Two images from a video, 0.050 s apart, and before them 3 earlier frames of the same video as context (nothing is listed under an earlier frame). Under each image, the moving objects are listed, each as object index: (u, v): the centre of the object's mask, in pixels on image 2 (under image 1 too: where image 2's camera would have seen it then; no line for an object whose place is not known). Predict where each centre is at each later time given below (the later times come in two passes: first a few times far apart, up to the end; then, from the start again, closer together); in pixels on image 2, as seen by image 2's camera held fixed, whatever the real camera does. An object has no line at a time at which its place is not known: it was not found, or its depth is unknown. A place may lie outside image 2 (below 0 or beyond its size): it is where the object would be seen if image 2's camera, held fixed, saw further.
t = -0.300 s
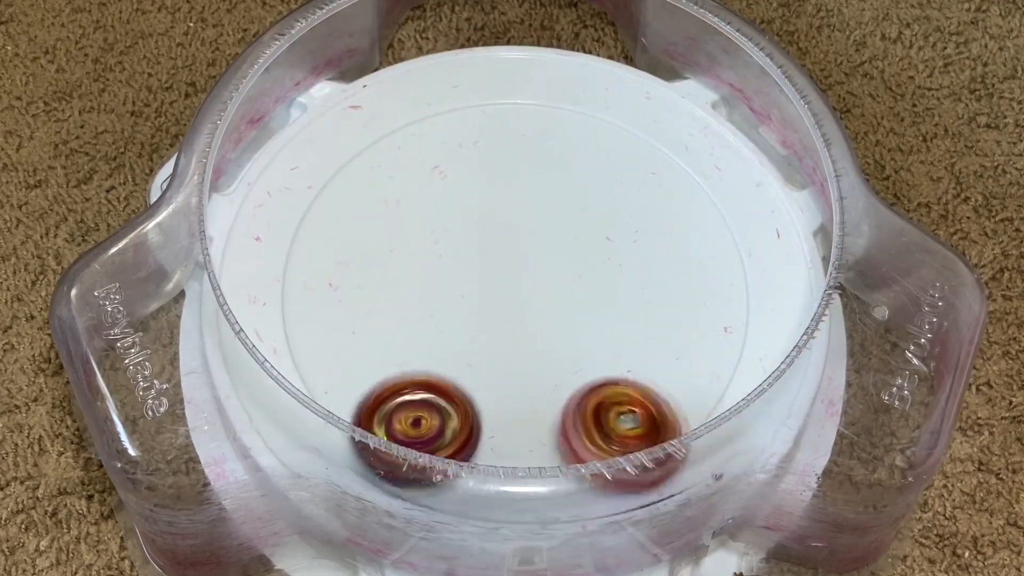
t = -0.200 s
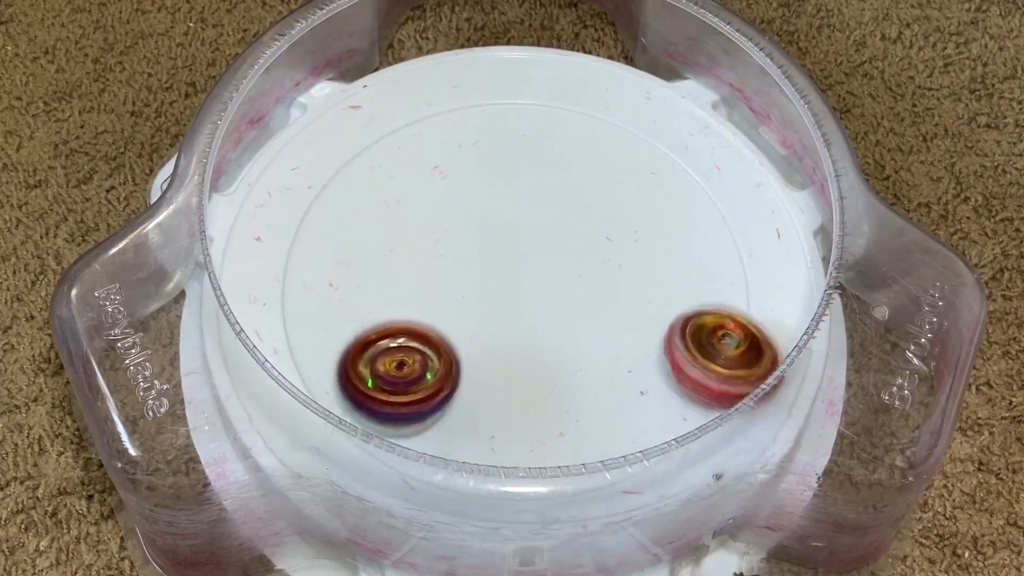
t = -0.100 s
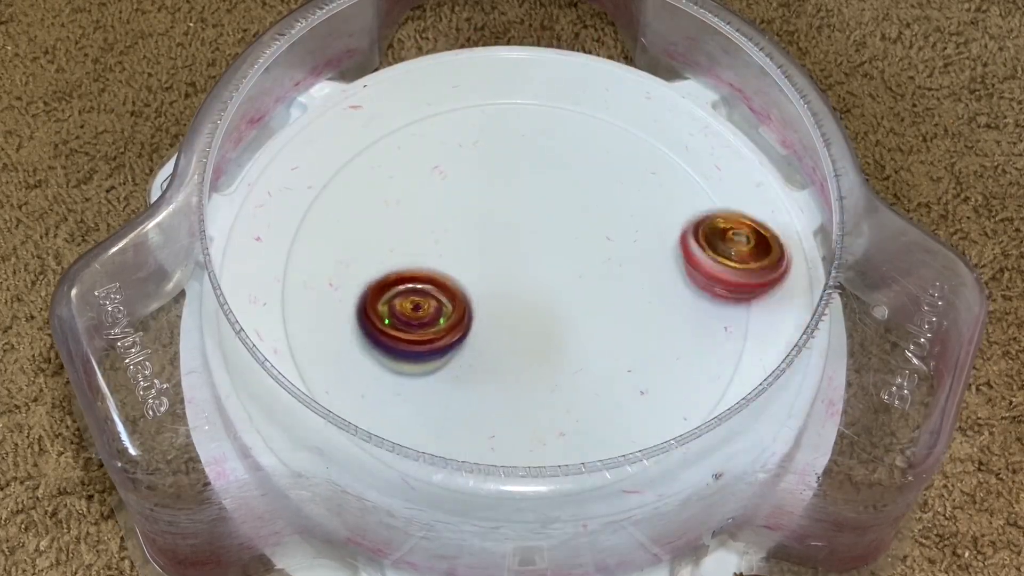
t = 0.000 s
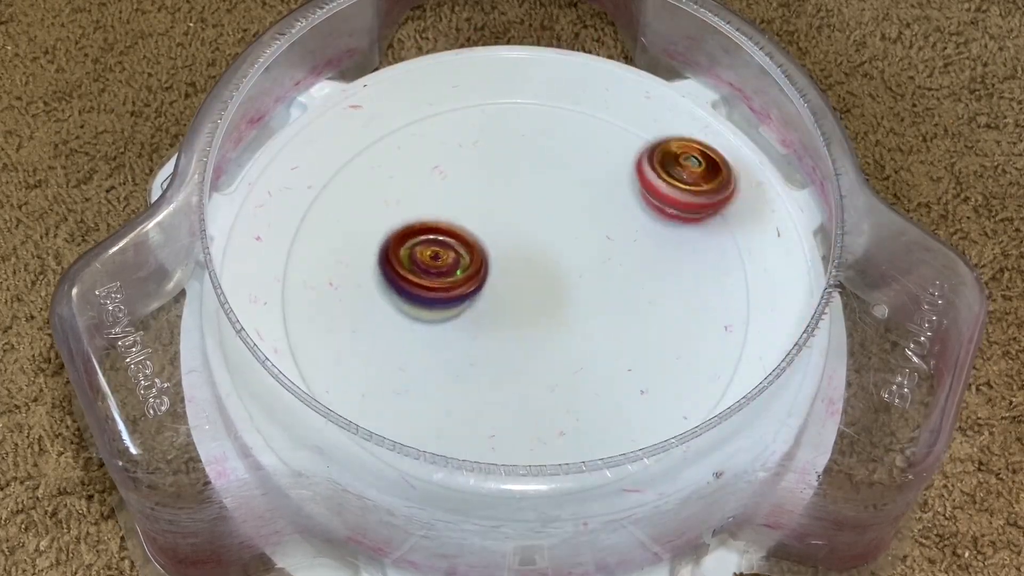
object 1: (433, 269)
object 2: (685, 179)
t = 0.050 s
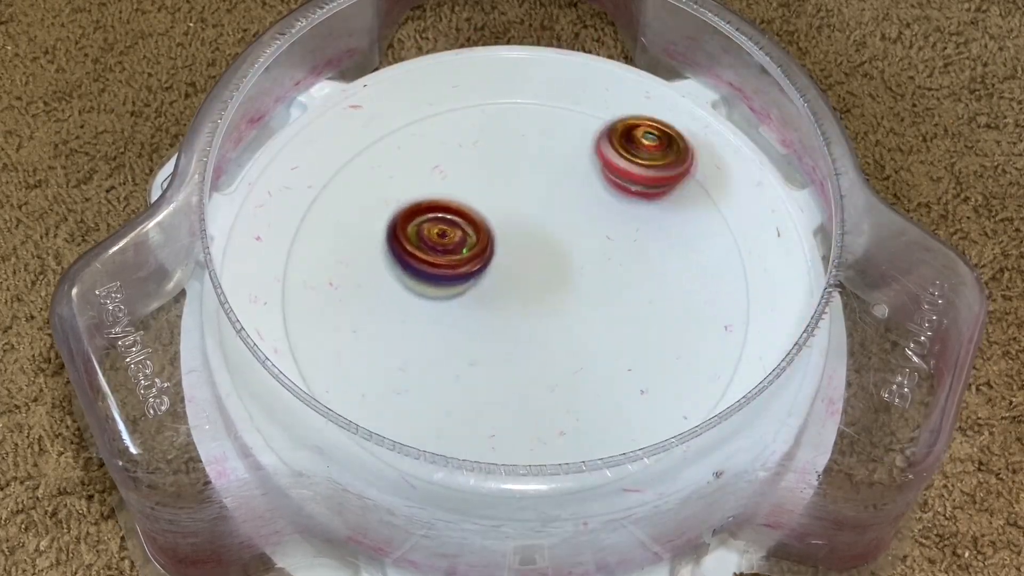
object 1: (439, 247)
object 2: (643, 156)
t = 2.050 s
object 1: (626, 178)
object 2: (618, 433)
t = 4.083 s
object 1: (477, 161)
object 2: (665, 330)
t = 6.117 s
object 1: (557, 371)
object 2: (445, 444)
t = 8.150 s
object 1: (560, 411)
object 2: (481, 268)
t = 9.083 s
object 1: (406, 304)
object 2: (584, 258)
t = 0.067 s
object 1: (441, 240)
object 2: (629, 150)
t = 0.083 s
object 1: (442, 234)
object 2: (614, 145)
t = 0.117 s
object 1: (444, 222)
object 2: (584, 139)
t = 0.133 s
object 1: (444, 216)
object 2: (569, 138)
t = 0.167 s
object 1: (444, 206)
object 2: (537, 138)
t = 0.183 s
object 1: (444, 202)
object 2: (523, 138)
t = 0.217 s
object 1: (436, 201)
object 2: (501, 134)
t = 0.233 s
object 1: (430, 201)
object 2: (493, 130)
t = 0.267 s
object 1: (421, 205)
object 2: (478, 125)
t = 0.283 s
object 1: (417, 205)
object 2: (470, 125)
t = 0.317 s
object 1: (409, 207)
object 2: (460, 127)
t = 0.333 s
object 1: (406, 208)
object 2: (455, 130)
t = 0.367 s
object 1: (396, 213)
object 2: (451, 134)
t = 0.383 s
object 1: (385, 224)
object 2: (458, 127)
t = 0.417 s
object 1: (365, 243)
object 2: (473, 117)
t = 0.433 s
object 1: (357, 251)
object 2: (482, 113)
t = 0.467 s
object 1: (343, 268)
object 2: (500, 110)
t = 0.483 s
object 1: (338, 275)
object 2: (510, 109)
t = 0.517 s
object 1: (333, 291)
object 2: (531, 112)
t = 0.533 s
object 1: (333, 299)
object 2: (541, 114)
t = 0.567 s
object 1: (340, 315)
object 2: (563, 121)
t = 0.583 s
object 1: (346, 323)
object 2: (575, 126)
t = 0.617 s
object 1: (364, 336)
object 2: (597, 138)
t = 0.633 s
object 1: (376, 342)
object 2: (608, 145)
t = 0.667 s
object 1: (404, 348)
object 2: (630, 161)
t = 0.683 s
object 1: (420, 350)
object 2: (640, 170)
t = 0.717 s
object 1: (453, 349)
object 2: (659, 188)
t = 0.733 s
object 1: (470, 345)
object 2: (668, 197)
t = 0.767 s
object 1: (502, 334)
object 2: (685, 218)
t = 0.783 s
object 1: (517, 326)
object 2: (692, 229)
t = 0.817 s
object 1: (545, 306)
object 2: (706, 250)
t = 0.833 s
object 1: (556, 294)
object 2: (712, 262)
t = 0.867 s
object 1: (573, 269)
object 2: (721, 286)
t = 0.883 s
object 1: (579, 255)
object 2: (722, 300)
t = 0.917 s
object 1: (588, 229)
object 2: (716, 328)
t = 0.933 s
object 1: (590, 215)
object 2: (709, 341)
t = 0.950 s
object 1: (591, 202)
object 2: (698, 355)
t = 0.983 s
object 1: (588, 176)
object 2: (668, 378)
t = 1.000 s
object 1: (584, 164)
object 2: (649, 387)
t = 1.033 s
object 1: (573, 141)
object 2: (606, 400)
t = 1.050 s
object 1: (567, 131)
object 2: (583, 402)
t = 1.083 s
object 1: (551, 114)
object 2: (534, 402)
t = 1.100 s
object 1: (543, 107)
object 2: (509, 398)
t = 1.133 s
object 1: (525, 95)
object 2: (460, 383)
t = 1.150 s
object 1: (515, 90)
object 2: (437, 373)
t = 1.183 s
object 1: (496, 85)
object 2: (395, 347)
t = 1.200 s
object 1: (485, 83)
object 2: (377, 332)
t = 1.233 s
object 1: (464, 81)
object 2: (345, 298)
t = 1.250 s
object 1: (453, 83)
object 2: (332, 280)
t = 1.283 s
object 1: (434, 90)
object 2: (314, 243)
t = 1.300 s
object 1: (424, 96)
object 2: (308, 223)
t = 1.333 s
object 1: (405, 109)
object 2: (303, 185)
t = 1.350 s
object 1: (397, 117)
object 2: (305, 169)
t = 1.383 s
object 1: (428, 119)
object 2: (276, 160)
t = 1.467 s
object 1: (512, 137)
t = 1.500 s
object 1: (542, 144)
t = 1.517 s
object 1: (555, 148)
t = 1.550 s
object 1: (583, 156)
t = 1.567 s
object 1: (595, 159)
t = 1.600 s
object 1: (617, 167)
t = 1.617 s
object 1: (627, 170)
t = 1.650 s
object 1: (642, 178)
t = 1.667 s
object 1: (650, 181)
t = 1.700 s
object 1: (660, 188)
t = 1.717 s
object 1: (665, 192)
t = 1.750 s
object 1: (670, 198)
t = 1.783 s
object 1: (672, 206)
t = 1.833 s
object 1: (672, 216)
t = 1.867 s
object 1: (669, 223)
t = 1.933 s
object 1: (659, 237)
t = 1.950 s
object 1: (655, 240)
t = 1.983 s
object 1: (647, 230)
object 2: (657, 365)
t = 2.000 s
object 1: (643, 216)
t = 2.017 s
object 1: (637, 202)
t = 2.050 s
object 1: (626, 178)
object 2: (618, 433)
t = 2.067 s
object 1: (619, 169)
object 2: (605, 448)
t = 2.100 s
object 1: (607, 155)
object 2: (566, 469)
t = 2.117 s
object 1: (602, 150)
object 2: (545, 470)
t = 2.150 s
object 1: (589, 145)
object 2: (501, 473)
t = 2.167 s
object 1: (583, 145)
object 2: (478, 473)
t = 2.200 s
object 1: (572, 149)
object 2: (433, 470)
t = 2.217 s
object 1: (567, 154)
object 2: (410, 475)
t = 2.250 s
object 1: (556, 168)
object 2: (371, 472)
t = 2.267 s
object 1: (550, 177)
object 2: (350, 462)
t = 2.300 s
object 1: (542, 197)
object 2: (315, 442)
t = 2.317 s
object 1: (538, 208)
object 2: (298, 432)
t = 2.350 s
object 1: (532, 233)
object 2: (274, 407)
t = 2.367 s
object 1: (531, 246)
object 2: (269, 392)
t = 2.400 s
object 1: (530, 273)
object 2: (258, 361)
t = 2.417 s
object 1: (531, 287)
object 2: (254, 347)
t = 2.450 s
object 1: (537, 314)
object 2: (250, 319)
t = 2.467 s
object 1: (541, 326)
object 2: (250, 304)
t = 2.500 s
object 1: (550, 351)
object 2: (261, 276)
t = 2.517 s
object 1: (556, 362)
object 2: (262, 264)
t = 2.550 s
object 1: (572, 381)
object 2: (271, 241)
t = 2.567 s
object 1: (579, 389)
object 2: (283, 231)
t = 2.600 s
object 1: (596, 402)
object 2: (308, 215)
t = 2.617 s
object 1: (605, 406)
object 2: (325, 206)
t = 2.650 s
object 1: (619, 408)
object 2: (363, 192)
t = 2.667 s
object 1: (627, 409)
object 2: (386, 188)
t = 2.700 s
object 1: (640, 407)
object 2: (431, 182)
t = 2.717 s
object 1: (645, 406)
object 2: (455, 180)
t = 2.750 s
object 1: (653, 402)
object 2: (503, 180)
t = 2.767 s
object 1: (657, 403)
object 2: (527, 183)
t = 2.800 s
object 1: (656, 392)
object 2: (574, 188)
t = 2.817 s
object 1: (657, 389)
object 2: (597, 191)
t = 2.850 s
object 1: (654, 377)
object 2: (641, 202)
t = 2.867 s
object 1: (651, 372)
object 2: (663, 209)
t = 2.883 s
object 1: (645, 365)
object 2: (682, 217)
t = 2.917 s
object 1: (634, 353)
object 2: (720, 234)
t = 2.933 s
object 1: (628, 348)
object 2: (736, 244)
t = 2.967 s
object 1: (608, 335)
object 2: (760, 266)
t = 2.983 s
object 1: (598, 330)
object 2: (763, 278)
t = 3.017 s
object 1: (575, 322)
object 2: (763, 304)
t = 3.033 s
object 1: (561, 316)
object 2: (761, 316)
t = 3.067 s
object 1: (536, 308)
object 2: (768, 349)
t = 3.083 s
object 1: (523, 306)
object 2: (768, 365)
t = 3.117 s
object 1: (495, 300)
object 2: (764, 395)
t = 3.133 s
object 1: (483, 298)
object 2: (759, 410)
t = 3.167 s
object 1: (456, 296)
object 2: (747, 442)
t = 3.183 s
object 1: (444, 295)
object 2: (738, 459)
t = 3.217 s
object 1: (419, 296)
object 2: (689, 444)
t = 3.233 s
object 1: (407, 298)
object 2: (663, 433)
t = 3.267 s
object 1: (387, 301)
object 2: (617, 423)
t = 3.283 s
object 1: (379, 304)
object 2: (596, 414)
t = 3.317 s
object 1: (362, 309)
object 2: (548, 399)
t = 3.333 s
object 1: (355, 312)
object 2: (527, 389)
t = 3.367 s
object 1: (344, 318)
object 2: (489, 362)
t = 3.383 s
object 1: (340, 320)
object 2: (472, 346)
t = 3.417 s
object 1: (334, 326)
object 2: (446, 315)
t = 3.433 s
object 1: (329, 329)
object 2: (437, 296)
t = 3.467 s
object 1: (313, 335)
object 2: (438, 259)
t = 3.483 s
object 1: (311, 336)
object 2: (442, 240)
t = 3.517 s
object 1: (321, 340)
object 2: (453, 206)
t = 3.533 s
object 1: (328, 340)
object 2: (460, 190)
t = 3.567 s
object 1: (344, 338)
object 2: (476, 160)
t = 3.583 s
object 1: (353, 336)
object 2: (485, 147)
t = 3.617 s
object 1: (370, 331)
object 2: (505, 123)
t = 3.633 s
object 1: (380, 329)
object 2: (517, 113)
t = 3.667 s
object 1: (398, 322)
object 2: (540, 98)
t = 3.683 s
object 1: (407, 319)
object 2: (553, 90)
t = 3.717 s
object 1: (425, 309)
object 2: (579, 83)
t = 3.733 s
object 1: (432, 304)
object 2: (590, 84)
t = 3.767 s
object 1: (448, 293)
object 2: (614, 92)
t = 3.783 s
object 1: (455, 287)
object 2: (625, 98)
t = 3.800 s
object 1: (460, 280)
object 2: (636, 105)
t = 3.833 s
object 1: (471, 268)
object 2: (656, 120)
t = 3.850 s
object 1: (475, 260)
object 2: (666, 128)
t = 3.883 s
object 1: (482, 246)
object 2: (680, 150)
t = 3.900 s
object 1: (483, 239)
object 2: (687, 164)
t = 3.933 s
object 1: (485, 225)
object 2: (698, 190)
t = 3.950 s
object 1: (486, 217)
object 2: (703, 203)
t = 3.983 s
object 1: (485, 203)
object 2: (709, 233)
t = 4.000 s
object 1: (485, 196)
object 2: (709, 250)
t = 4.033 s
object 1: (482, 182)
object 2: (699, 284)
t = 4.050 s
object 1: (481, 175)
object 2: (691, 300)
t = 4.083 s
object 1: (477, 161)
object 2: (665, 330)
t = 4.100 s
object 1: (475, 156)
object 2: (648, 344)
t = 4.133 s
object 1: (471, 145)
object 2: (610, 366)
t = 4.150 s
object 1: (468, 139)
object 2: (590, 374)
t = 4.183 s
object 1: (465, 131)
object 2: (545, 385)
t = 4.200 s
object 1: (463, 126)
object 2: (519, 387)
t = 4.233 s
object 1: (459, 121)
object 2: (472, 384)
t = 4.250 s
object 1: (458, 119)
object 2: (450, 380)
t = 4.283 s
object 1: (455, 116)
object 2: (408, 366)
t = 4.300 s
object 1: (454, 116)
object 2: (388, 356)
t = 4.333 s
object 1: (452, 116)
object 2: (353, 332)
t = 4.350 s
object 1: (452, 118)
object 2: (339, 318)
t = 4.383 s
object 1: (453, 122)
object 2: (316, 287)
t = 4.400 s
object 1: (454, 125)
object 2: (306, 271)
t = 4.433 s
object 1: (459, 133)
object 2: (294, 236)
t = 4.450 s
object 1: (462, 138)
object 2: (290, 218)
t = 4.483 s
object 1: (471, 148)
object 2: (304, 187)
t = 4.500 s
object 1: (476, 155)
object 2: (316, 176)
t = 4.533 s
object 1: (489, 167)
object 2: (341, 153)
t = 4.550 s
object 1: (495, 173)
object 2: (354, 142)
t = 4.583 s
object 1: (513, 186)
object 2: (382, 122)
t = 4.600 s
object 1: (521, 191)
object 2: (396, 114)
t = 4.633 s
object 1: (540, 203)
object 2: (431, 102)
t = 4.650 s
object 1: (550, 207)
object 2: (449, 99)
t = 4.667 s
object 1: (560, 214)
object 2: (468, 95)
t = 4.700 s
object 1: (581, 221)
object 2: (507, 95)
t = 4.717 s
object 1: (590, 225)
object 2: (527, 97)
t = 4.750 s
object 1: (611, 231)
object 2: (565, 108)
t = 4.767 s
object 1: (619, 233)
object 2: (583, 117)
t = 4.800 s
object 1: (638, 236)
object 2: (615, 139)
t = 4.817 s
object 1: (646, 236)
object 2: (628, 150)
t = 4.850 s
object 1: (664, 259)
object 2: (647, 164)
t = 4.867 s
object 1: (674, 272)
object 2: (654, 171)
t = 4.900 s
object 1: (690, 291)
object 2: (663, 187)
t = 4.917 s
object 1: (697, 302)
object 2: (666, 197)
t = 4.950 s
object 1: (708, 319)
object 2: (666, 222)
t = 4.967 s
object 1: (712, 325)
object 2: (663, 234)
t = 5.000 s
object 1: (716, 336)
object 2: (650, 264)
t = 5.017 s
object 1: (718, 341)
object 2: (641, 280)
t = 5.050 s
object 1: (711, 352)
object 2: (614, 306)
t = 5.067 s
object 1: (707, 359)
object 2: (594, 317)
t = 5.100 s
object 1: (693, 370)
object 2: (550, 336)
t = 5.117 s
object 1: (684, 375)
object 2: (527, 343)
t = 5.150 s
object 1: (661, 382)
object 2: (477, 353)
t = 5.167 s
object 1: (648, 384)
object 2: (453, 354)
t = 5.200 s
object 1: (618, 384)
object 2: (403, 352)
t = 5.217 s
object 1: (603, 383)
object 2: (381, 348)
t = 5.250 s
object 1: (573, 379)
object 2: (336, 334)
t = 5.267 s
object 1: (558, 377)
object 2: (317, 324)
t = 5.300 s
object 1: (528, 370)
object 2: (287, 300)
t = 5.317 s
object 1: (513, 367)
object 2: (284, 284)
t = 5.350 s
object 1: (487, 357)
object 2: (287, 260)
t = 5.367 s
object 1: (475, 352)
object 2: (291, 249)
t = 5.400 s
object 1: (452, 341)
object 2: (307, 227)
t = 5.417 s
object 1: (442, 334)
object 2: (315, 215)
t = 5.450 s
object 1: (426, 321)
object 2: (334, 195)
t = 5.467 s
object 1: (419, 316)
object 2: (343, 185)
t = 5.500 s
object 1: (409, 304)
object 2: (364, 167)
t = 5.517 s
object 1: (405, 299)
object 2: (377, 158)
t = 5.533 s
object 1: (403, 294)
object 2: (390, 152)
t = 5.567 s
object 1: (403, 282)
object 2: (420, 145)
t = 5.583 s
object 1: (405, 278)
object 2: (436, 144)
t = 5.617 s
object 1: (411, 271)
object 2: (468, 148)
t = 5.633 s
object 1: (416, 269)
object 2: (485, 152)
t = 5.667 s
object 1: (429, 265)
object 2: (517, 165)
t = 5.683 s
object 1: (438, 264)
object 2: (532, 173)
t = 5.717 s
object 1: (454, 263)
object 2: (561, 194)
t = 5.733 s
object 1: (460, 265)
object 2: (574, 207)
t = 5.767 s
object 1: (475, 269)
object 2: (596, 233)
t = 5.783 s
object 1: (482, 272)
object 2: (606, 248)
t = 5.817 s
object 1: (494, 280)
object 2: (620, 279)
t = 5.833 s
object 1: (499, 285)
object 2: (625, 295)
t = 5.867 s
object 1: (509, 296)
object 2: (630, 328)
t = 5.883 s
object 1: (514, 301)
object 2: (631, 345)
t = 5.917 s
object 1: (523, 313)
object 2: (624, 377)
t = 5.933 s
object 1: (526, 319)
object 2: (618, 394)
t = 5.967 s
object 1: (534, 329)
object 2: (597, 417)
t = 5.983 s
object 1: (538, 334)
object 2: (584, 425)
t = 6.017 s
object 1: (544, 346)
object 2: (561, 464)
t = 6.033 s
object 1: (547, 350)
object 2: (539, 464)
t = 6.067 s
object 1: (552, 359)
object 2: (501, 465)
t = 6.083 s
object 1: (554, 363)
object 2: (480, 456)
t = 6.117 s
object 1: (557, 371)
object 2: (445, 444)
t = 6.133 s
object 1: (558, 374)
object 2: (428, 436)
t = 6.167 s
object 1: (557, 380)
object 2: (395, 417)
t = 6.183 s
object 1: (555, 383)
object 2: (380, 407)
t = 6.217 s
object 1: (553, 386)
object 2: (359, 378)
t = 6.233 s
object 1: (551, 387)
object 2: (347, 365)
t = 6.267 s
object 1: (547, 389)
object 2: (339, 335)
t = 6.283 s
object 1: (544, 389)
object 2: (339, 318)
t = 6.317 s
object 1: (537, 389)
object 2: (348, 287)
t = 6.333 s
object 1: (535, 388)
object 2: (356, 272)
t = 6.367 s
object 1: (526, 385)
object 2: (377, 245)
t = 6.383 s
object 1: (519, 384)
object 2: (390, 233)
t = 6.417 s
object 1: (508, 380)
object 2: (419, 211)
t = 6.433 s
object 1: (502, 377)
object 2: (435, 202)
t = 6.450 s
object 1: (494, 374)
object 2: (452, 195)
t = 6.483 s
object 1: (479, 368)
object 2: (488, 183)
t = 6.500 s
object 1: (472, 364)
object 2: (506, 178)
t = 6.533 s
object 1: (456, 355)
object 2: (543, 174)
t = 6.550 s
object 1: (447, 351)
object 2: (562, 174)
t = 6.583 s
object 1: (430, 341)
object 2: (599, 175)
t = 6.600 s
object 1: (422, 336)
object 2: (616, 179)
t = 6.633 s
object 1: (407, 325)
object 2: (651, 188)
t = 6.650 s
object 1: (398, 319)
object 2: (668, 194)
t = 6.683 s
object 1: (385, 307)
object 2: (701, 209)
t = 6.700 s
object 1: (379, 301)
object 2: (716, 218)
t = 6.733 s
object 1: (367, 289)
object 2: (742, 239)
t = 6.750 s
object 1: (361, 283)
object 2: (744, 252)
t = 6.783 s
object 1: (353, 271)
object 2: (745, 281)
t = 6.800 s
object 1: (350, 265)
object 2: (741, 296)
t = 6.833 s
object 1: (344, 253)
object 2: (723, 327)
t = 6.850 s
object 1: (342, 248)
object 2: (714, 341)
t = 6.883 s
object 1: (341, 237)
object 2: (691, 368)
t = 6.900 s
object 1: (342, 232)
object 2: (676, 380)
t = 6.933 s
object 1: (343, 221)
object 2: (641, 401)
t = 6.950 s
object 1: (345, 216)
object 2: (621, 408)
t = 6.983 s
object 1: (350, 207)
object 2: (579, 416)
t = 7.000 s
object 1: (354, 203)
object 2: (555, 416)
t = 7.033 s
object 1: (362, 195)
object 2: (511, 411)
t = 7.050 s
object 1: (366, 191)
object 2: (492, 403)
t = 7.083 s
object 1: (377, 184)
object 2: (453, 382)
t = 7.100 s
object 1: (385, 181)
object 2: (436, 369)
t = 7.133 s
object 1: (399, 174)
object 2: (411, 340)
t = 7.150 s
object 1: (406, 171)
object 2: (401, 324)
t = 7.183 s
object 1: (421, 165)
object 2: (386, 290)
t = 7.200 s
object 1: (430, 162)
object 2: (382, 273)
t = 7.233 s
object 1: (446, 157)
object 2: (381, 240)
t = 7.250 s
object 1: (461, 150)
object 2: (378, 229)
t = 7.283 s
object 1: (499, 121)
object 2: (357, 223)
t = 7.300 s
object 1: (516, 109)
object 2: (349, 220)
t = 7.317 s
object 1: (533, 95)
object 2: (342, 217)
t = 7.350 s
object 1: (565, 79)
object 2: (334, 211)
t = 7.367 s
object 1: (579, 75)
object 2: (333, 207)
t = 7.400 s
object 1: (604, 71)
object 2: (333, 200)
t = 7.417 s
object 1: (618, 69)
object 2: (335, 197)
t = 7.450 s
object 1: (636, 67)
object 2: (342, 192)
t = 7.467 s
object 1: (643, 71)
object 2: (346, 189)
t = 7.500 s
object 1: (651, 83)
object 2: (358, 187)
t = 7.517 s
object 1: (654, 90)
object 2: (365, 186)
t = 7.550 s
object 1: (659, 103)
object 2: (379, 189)
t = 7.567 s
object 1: (661, 110)
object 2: (388, 191)
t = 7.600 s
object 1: (664, 125)
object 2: (404, 196)
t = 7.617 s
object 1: (666, 131)
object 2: (412, 199)
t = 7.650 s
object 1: (669, 145)
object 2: (431, 205)
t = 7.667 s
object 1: (669, 156)
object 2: (440, 209)
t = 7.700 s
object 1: (667, 173)
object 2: (459, 217)
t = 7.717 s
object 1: (666, 184)
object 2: (468, 221)
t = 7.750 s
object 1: (662, 204)
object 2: (486, 230)
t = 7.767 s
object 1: (660, 215)
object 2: (494, 234)
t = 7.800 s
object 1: (655, 237)
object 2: (510, 242)
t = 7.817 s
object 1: (652, 249)
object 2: (518, 245)
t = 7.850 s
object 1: (646, 271)
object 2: (531, 253)
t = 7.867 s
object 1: (643, 282)
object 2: (537, 258)
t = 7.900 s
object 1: (655, 308)
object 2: (525, 259)
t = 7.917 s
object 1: (659, 324)
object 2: (518, 260)
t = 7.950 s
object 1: (667, 353)
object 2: (506, 261)
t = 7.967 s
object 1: (669, 366)
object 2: (501, 261)
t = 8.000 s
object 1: (668, 387)
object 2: (493, 262)
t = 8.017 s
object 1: (659, 392)
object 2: (490, 263)
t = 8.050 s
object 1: (641, 403)
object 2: (485, 264)
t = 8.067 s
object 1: (627, 408)
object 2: (483, 265)
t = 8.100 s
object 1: (602, 411)
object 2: (481, 267)
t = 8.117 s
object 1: (588, 413)
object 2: (481, 267)
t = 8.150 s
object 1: (560, 411)
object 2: (481, 268)
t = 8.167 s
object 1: (545, 407)
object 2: (481, 268)
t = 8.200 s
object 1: (515, 399)
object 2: (482, 269)
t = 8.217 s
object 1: (501, 397)
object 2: (482, 269)
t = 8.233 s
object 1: (485, 392)
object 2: (483, 269)
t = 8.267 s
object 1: (457, 380)
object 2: (485, 270)
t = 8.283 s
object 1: (443, 375)
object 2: (485, 270)
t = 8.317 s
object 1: (418, 361)
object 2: (487, 271)
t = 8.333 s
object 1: (407, 355)
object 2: (487, 270)
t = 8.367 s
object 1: (390, 340)
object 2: (489, 271)
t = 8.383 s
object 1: (382, 334)
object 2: (489, 271)
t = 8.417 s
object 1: (371, 317)
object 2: (491, 271)
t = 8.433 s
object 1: (367, 312)
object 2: (492, 271)
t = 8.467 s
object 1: (363, 299)
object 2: (493, 272)
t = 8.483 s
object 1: (363, 293)
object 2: (494, 272)
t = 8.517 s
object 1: (369, 285)
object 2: (494, 272)
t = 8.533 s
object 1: (374, 280)
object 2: (495, 272)
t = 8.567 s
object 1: (384, 273)
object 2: (495, 272)
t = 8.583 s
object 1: (388, 270)
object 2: (498, 272)
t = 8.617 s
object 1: (381, 266)
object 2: (523, 272)
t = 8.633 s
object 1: (379, 265)
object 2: (535, 271)
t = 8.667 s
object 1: (380, 265)
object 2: (555, 269)
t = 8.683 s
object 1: (381, 267)
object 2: (564, 268)
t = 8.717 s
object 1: (385, 271)
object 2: (579, 266)
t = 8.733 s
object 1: (388, 273)
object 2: (586, 265)
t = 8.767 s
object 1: (393, 278)
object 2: (597, 262)
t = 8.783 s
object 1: (394, 281)
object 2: (601, 261)
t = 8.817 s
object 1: (398, 284)
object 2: (608, 260)
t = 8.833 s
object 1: (399, 287)
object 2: (609, 259)
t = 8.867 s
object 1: (401, 290)
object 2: (611, 257)
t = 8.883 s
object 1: (402, 292)
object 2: (612, 256)
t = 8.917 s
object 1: (403, 295)
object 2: (611, 255)
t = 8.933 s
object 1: (404, 295)
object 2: (609, 255)
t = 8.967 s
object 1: (404, 298)
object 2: (605, 255)
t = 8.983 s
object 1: (404, 299)
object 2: (603, 255)
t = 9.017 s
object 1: (405, 301)
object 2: (597, 255)
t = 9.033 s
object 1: (404, 302)
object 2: (594, 256)
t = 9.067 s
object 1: (405, 303)
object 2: (587, 257)
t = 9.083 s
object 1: (406, 304)
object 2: (584, 258)
